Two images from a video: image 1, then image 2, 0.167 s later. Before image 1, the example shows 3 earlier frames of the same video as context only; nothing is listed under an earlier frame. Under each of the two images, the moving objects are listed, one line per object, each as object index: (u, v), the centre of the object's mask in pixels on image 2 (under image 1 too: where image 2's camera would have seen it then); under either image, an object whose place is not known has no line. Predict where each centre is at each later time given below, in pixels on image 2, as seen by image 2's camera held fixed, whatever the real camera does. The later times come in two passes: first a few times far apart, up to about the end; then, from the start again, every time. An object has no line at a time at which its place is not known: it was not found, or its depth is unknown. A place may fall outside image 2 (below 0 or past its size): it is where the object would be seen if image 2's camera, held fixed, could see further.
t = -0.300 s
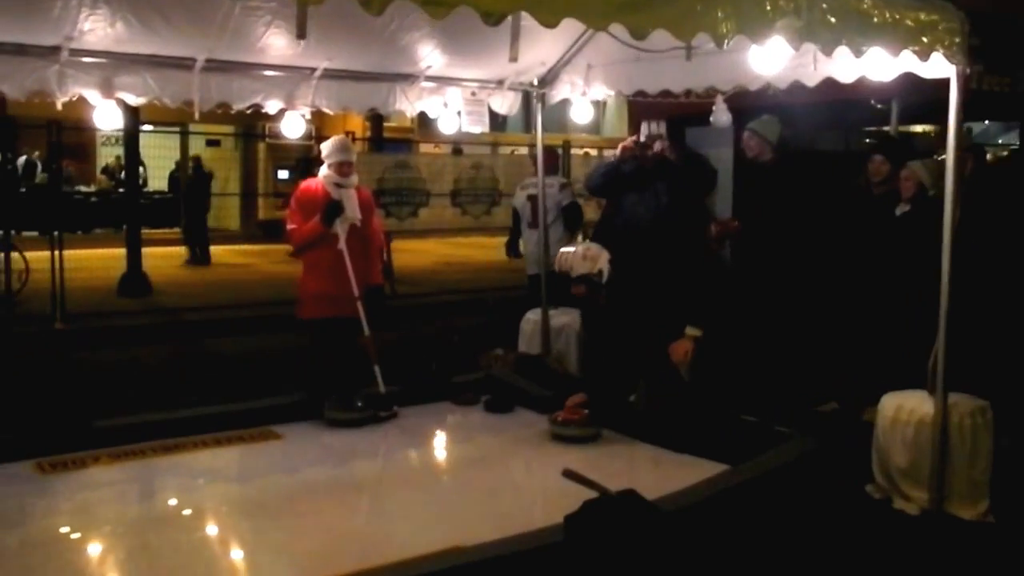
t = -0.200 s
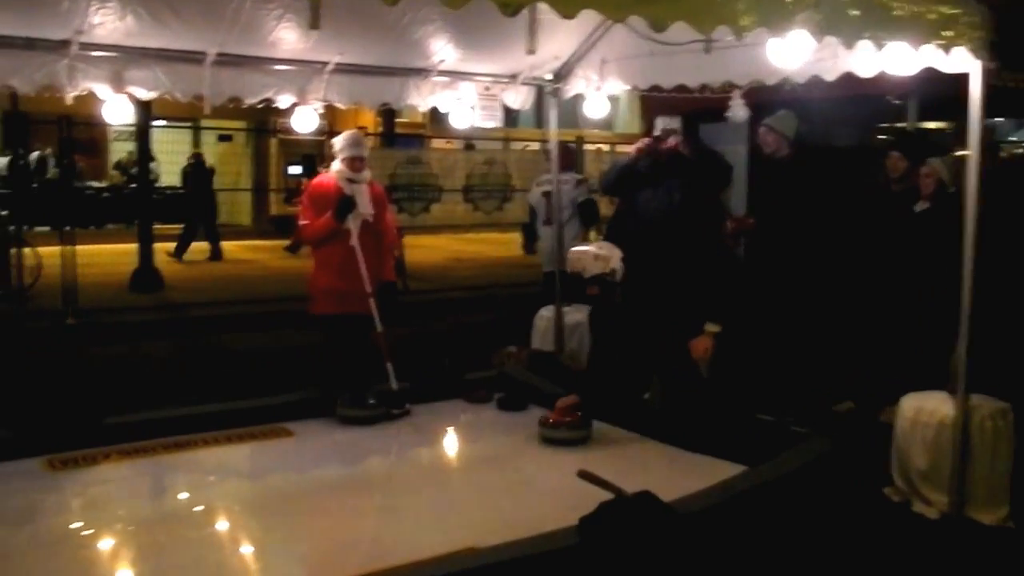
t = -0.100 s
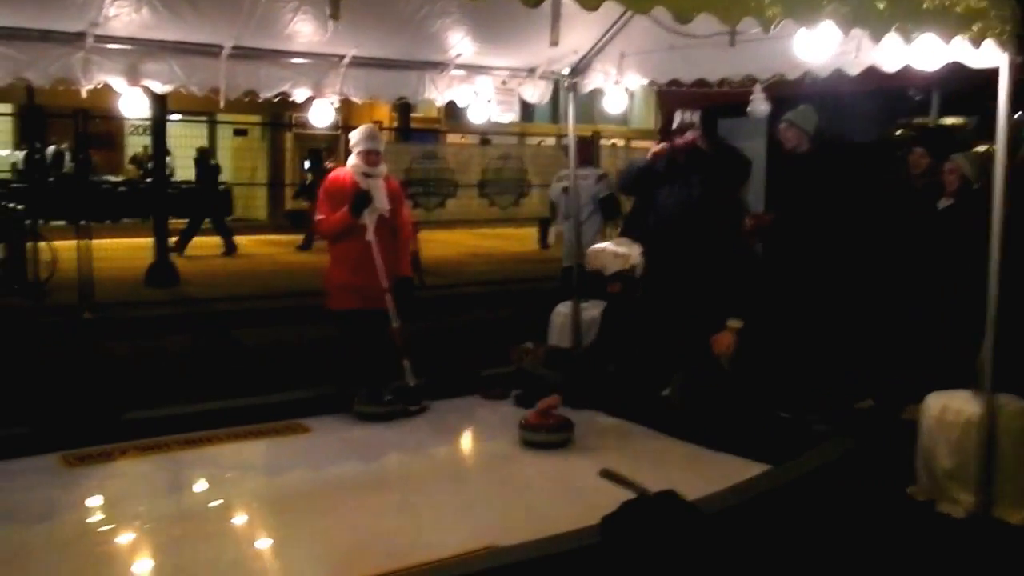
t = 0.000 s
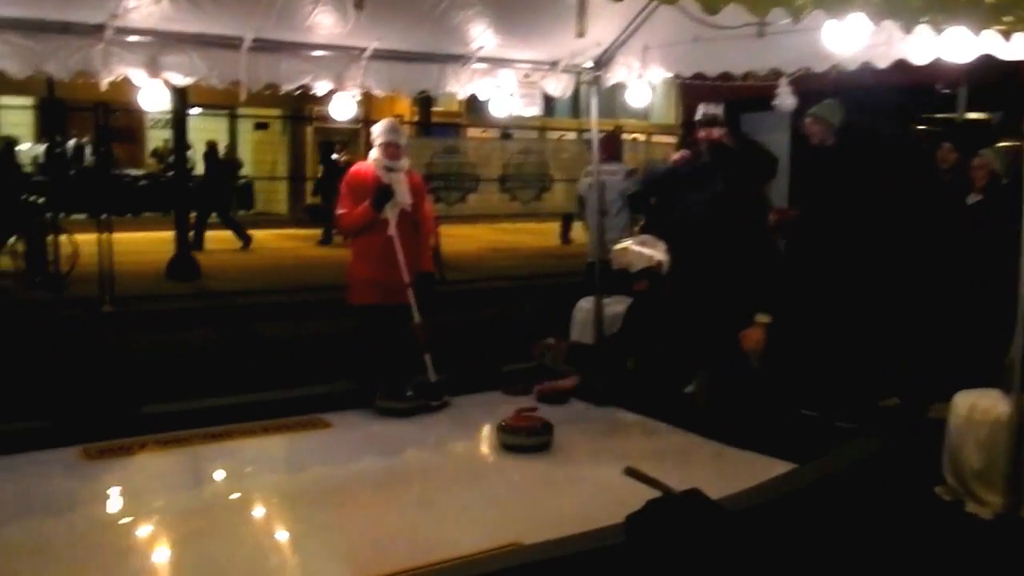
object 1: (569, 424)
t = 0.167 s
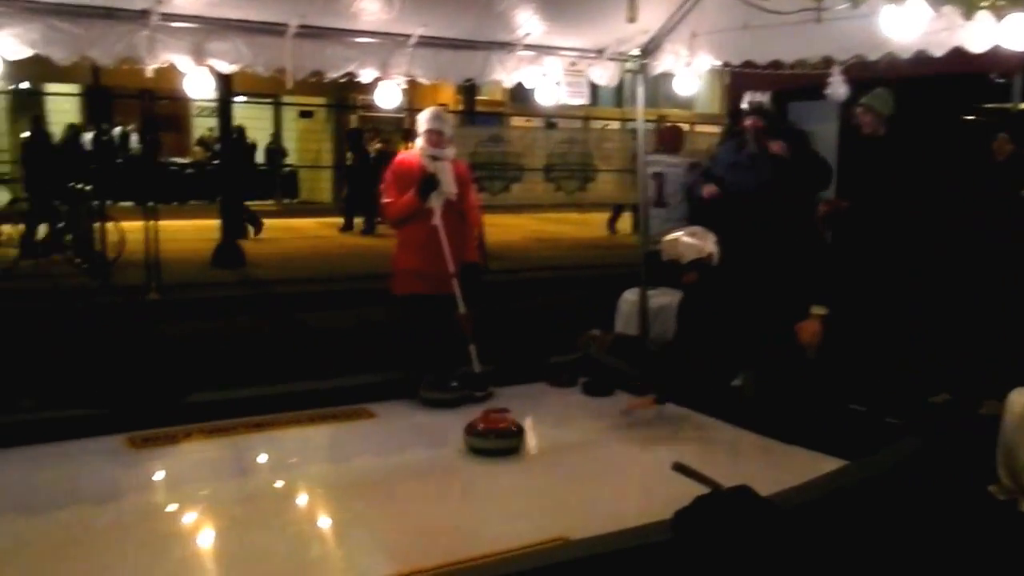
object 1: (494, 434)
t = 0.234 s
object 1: (463, 437)
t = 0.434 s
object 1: (366, 449)
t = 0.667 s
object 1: (247, 461)
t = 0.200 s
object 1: (478, 436)
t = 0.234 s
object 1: (463, 437)
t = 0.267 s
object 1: (447, 439)
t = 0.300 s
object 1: (431, 441)
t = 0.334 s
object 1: (415, 443)
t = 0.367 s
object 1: (399, 445)
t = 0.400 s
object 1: (382, 447)
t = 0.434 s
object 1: (366, 449)
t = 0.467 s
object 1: (350, 450)
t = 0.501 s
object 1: (333, 452)
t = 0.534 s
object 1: (317, 454)
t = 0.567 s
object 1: (299, 455)
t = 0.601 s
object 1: (282, 457)
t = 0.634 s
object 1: (265, 459)
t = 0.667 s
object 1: (247, 461)
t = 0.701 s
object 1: (230, 463)
